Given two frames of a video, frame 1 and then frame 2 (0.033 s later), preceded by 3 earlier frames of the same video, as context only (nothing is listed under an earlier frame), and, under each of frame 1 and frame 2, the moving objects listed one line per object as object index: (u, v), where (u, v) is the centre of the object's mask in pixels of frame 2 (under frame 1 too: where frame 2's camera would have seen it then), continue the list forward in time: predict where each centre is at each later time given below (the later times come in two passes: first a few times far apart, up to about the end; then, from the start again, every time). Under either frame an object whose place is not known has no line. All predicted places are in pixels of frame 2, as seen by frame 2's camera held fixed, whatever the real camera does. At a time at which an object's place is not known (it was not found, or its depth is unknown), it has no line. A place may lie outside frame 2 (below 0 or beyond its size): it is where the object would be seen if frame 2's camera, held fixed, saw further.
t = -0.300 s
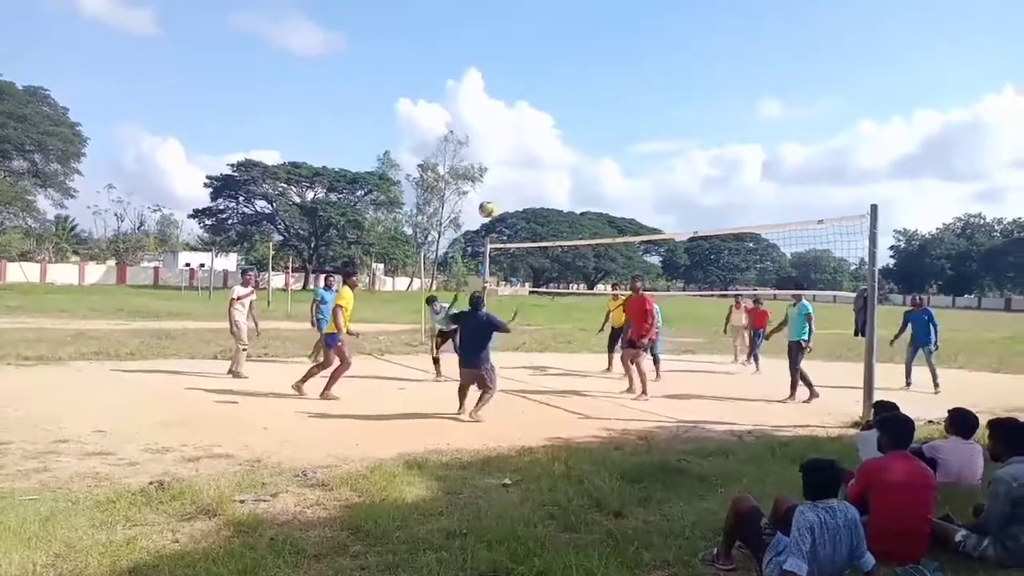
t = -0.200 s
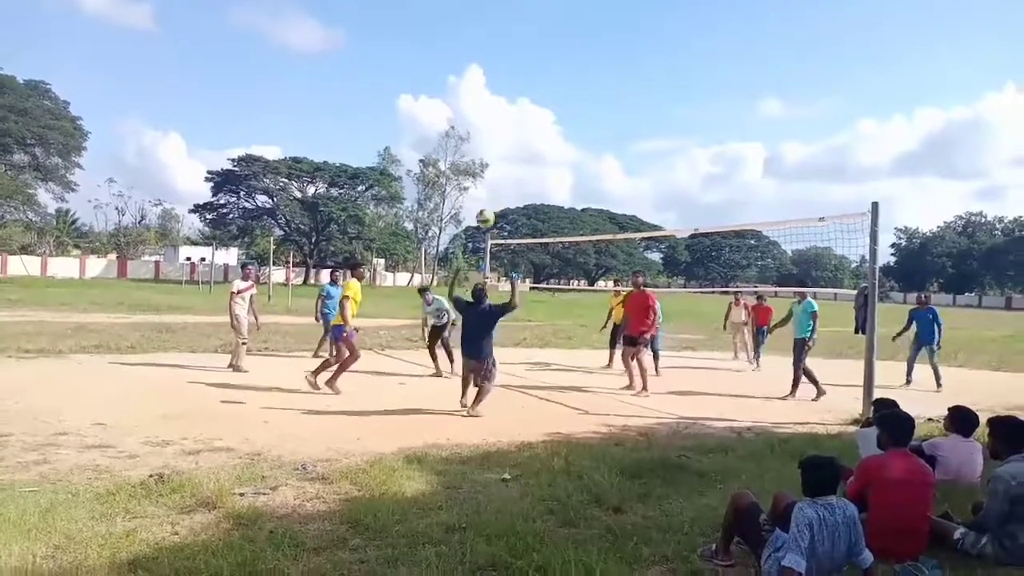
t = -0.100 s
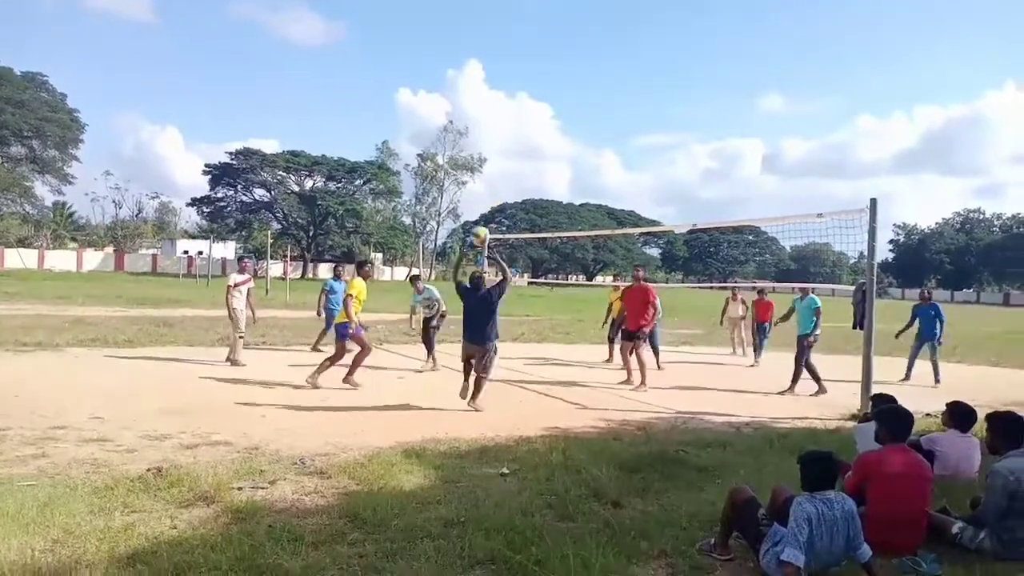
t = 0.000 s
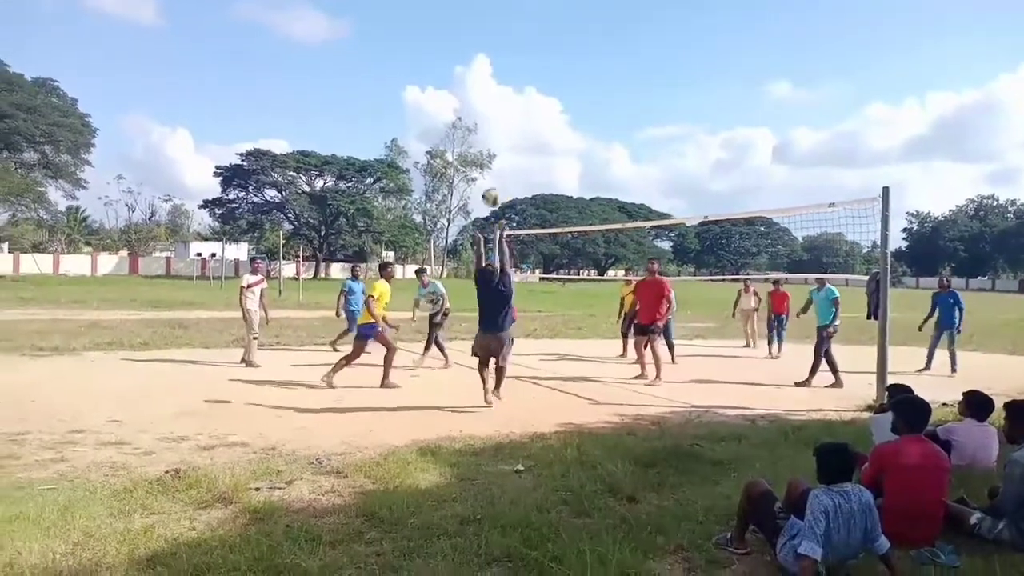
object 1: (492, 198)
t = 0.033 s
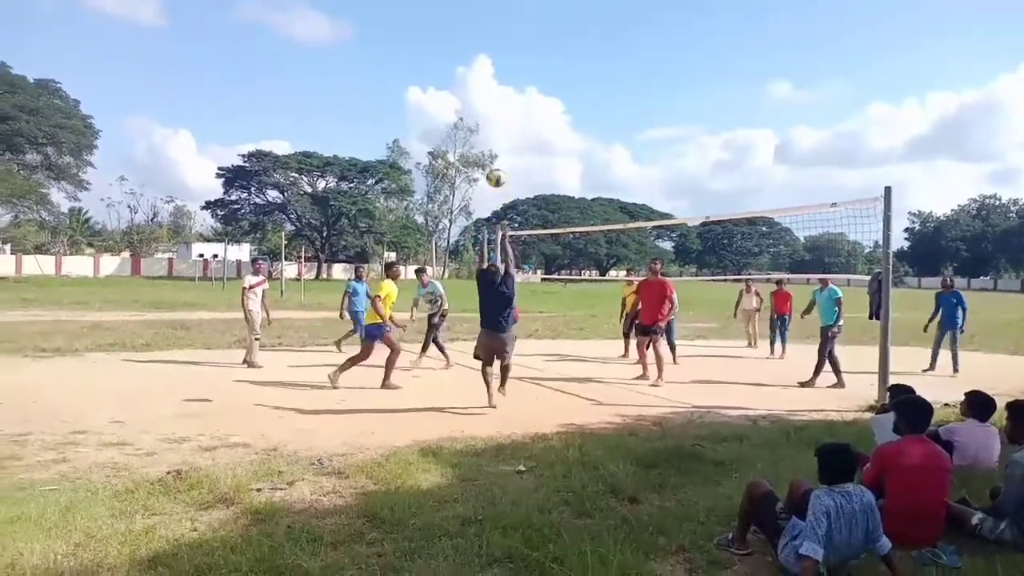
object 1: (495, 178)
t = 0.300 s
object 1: (511, 56)
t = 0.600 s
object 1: (525, 1)
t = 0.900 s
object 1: (537, 22)
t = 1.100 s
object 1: (542, 73)
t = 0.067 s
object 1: (497, 159)
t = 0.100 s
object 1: (500, 141)
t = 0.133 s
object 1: (501, 124)
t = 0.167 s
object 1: (504, 108)
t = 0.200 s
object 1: (506, 93)
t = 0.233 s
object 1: (508, 80)
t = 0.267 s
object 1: (509, 68)
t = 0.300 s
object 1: (511, 56)
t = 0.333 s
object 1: (513, 46)
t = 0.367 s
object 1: (514, 36)
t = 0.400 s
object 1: (516, 27)
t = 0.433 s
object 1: (518, 20)
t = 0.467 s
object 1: (519, 13)
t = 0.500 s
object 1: (520, 8)
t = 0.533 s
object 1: (521, 4)
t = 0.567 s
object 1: (523, 2)
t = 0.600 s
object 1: (525, 1)
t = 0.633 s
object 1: (526, 0)
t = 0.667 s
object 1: (527, 0)
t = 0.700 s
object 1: (529, 0)
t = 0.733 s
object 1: (530, 1)
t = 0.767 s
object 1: (532, 3)
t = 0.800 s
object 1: (533, 6)
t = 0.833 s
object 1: (534, 10)
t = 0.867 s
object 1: (535, 16)
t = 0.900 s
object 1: (537, 22)
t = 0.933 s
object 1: (537, 29)
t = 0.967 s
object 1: (538, 36)
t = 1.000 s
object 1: (539, 45)
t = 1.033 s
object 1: (540, 53)
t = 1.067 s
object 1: (541, 63)
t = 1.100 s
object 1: (542, 73)
